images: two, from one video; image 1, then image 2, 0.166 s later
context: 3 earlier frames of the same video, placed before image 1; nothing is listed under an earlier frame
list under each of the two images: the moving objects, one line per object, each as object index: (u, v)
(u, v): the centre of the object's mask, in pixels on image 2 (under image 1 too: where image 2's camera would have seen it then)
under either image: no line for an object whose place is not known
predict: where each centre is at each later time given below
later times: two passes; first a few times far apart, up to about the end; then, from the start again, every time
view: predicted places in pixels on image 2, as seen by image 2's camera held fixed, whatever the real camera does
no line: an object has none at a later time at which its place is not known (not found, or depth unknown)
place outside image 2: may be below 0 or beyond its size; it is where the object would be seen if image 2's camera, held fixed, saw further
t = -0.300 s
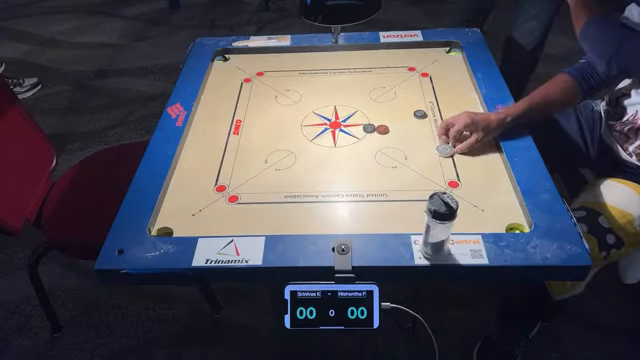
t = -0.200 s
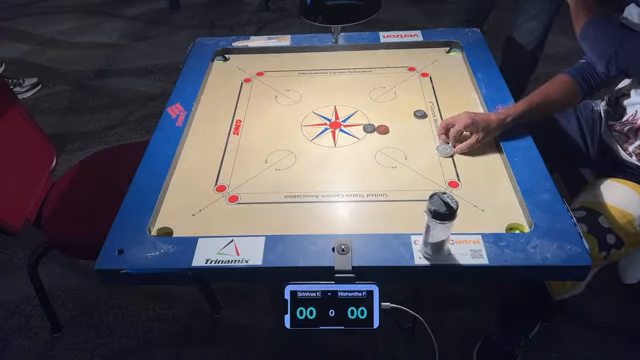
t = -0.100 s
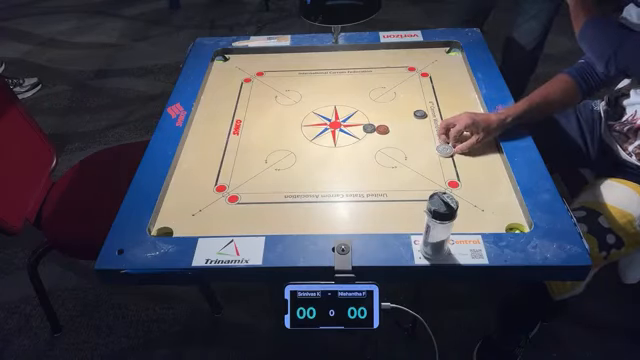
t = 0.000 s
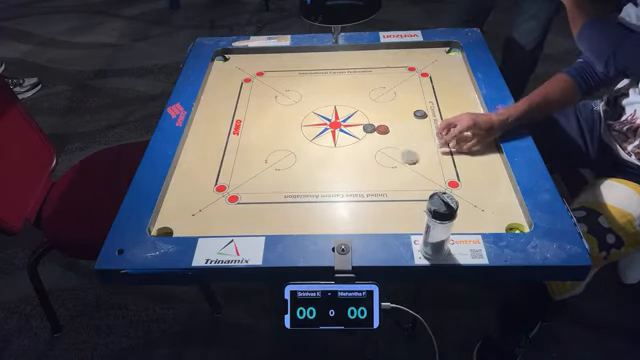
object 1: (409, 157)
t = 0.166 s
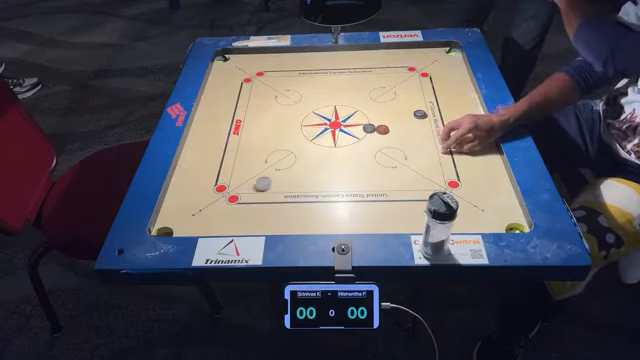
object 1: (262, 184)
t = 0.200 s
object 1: (233, 188)
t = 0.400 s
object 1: (253, 208)
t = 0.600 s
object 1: (370, 217)
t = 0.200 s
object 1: (233, 188)
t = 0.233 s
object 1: (203, 194)
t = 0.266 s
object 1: (175, 200)
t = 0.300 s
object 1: (189, 202)
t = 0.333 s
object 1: (210, 204)
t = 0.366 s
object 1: (232, 206)
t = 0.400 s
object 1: (253, 208)
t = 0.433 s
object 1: (274, 209)
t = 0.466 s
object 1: (294, 211)
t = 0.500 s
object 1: (313, 213)
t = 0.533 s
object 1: (333, 214)
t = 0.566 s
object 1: (351, 215)
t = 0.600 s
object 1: (370, 217)
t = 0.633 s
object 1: (388, 218)
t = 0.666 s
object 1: (406, 219)
